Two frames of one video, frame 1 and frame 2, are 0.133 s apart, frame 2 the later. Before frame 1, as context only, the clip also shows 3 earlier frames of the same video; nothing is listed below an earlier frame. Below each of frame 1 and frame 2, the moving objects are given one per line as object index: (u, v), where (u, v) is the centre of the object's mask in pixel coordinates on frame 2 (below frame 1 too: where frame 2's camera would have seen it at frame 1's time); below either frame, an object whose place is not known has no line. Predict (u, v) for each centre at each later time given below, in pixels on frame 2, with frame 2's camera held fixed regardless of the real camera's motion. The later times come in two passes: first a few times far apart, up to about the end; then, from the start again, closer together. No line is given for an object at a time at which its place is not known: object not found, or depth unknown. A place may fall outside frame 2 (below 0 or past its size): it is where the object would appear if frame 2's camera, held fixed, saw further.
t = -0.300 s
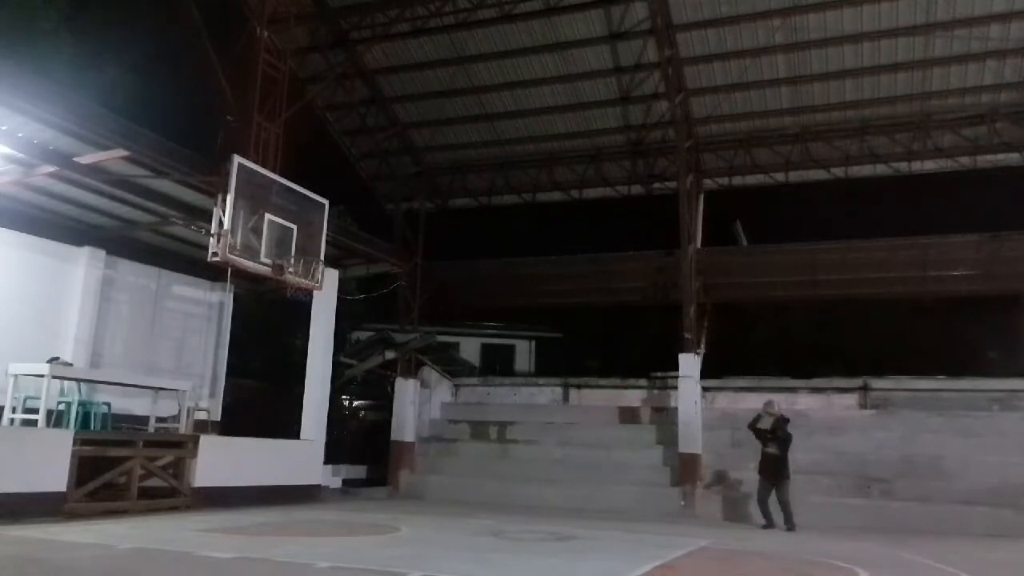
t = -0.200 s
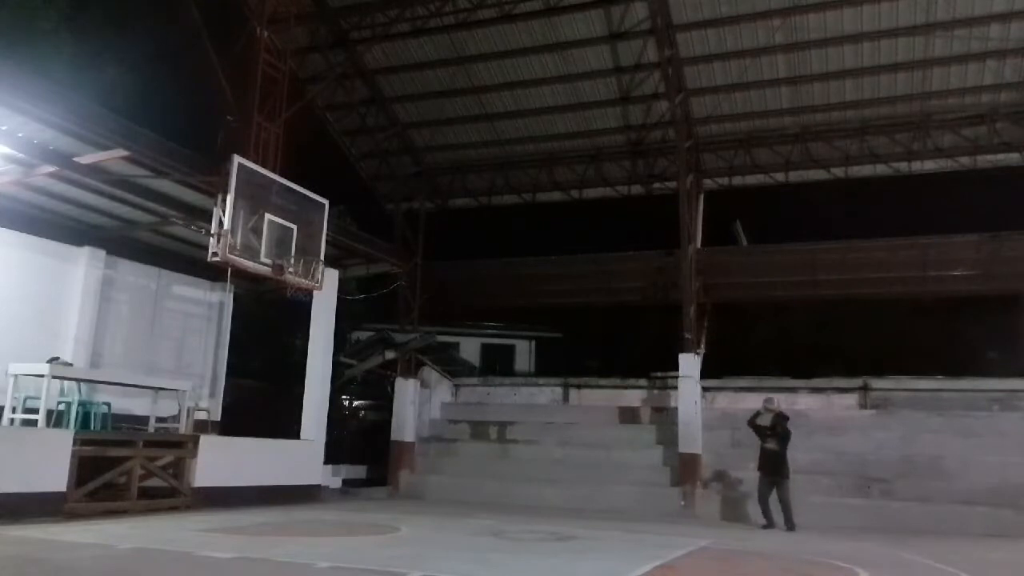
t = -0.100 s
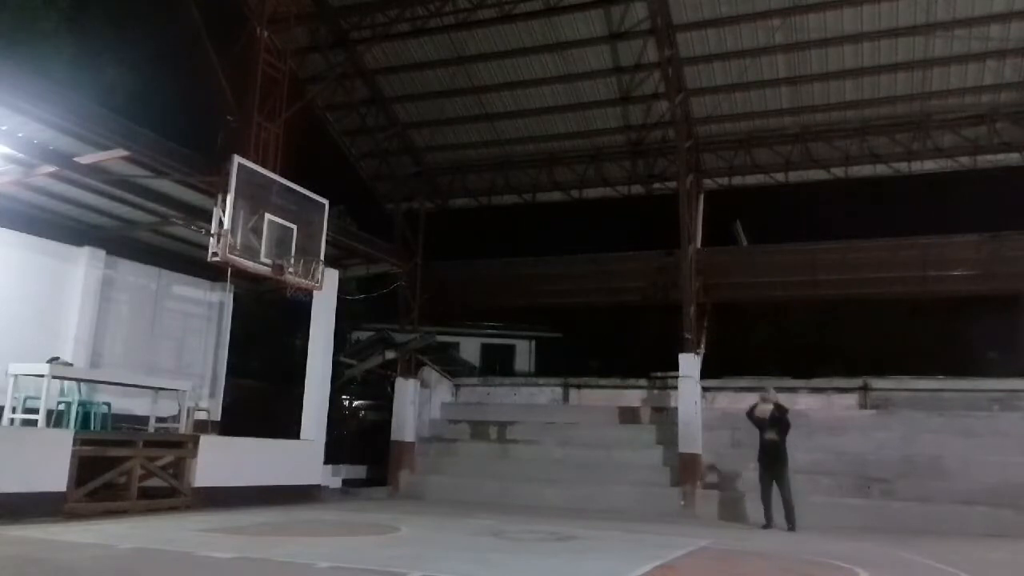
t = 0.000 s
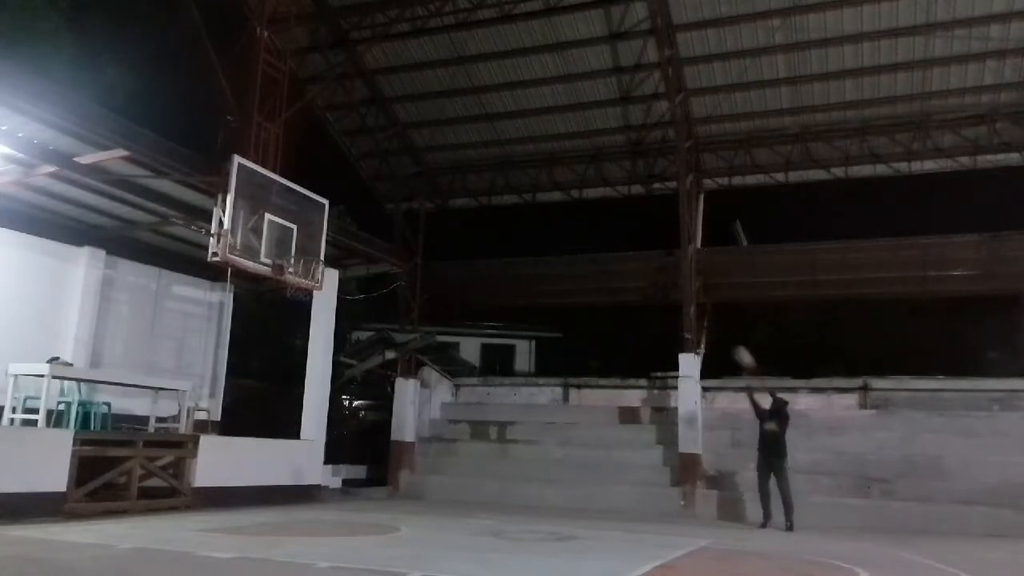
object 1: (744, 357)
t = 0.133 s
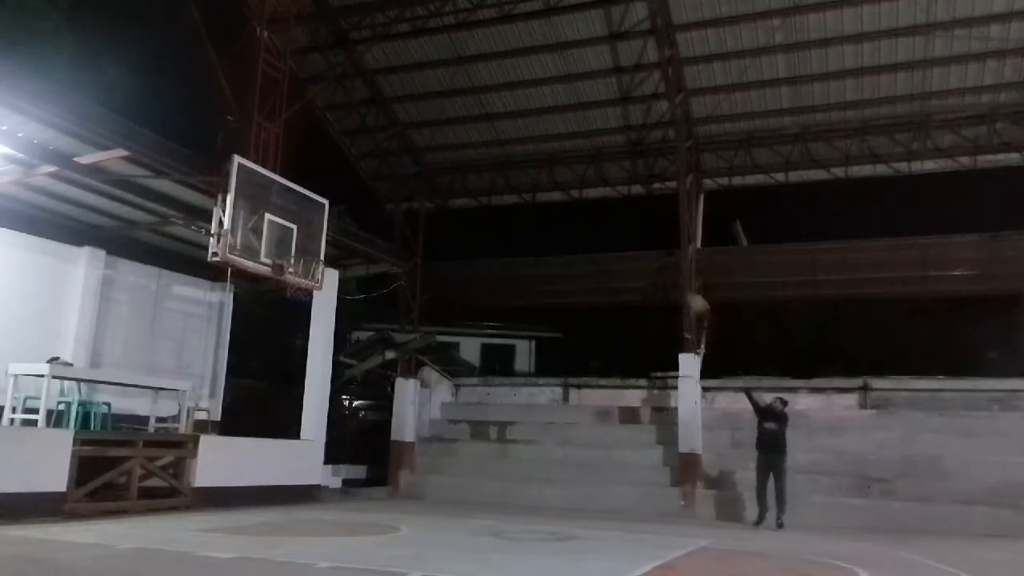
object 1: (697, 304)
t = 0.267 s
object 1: (649, 260)
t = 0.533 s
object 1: (553, 206)
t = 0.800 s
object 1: (449, 198)
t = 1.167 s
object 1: (294, 264)
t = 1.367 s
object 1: (291, 287)
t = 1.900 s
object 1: (295, 459)
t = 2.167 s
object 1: (307, 445)
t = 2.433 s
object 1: (324, 389)
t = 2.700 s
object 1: (336, 386)
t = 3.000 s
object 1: (343, 444)
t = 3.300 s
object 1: (356, 469)
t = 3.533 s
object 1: (374, 431)
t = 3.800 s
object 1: (390, 434)
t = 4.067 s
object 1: (403, 482)
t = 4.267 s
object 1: (409, 477)
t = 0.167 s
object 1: (685, 292)
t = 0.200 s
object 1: (674, 281)
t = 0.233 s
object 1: (661, 270)
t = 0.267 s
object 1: (649, 260)
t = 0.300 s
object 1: (637, 252)
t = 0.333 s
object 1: (625, 243)
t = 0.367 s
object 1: (614, 235)
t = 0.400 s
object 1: (602, 228)
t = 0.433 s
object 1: (590, 221)
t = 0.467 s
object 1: (578, 216)
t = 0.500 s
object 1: (565, 211)
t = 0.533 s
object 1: (553, 206)
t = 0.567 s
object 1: (540, 203)
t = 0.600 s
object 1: (528, 200)
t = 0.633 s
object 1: (515, 197)
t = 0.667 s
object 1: (501, 195)
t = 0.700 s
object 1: (489, 194)
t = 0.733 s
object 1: (476, 194)
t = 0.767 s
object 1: (463, 196)
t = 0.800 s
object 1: (449, 198)
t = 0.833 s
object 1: (435, 201)
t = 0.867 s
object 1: (422, 204)
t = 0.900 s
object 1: (407, 209)
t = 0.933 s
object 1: (392, 214)
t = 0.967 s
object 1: (377, 219)
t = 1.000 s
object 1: (361, 227)
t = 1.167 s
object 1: (294, 264)
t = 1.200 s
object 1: (294, 267)
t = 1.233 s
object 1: (293, 271)
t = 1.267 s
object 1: (289, 272)
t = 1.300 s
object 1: (289, 282)
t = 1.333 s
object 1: (290, 284)
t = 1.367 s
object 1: (291, 287)
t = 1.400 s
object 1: (292, 289)
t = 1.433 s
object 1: (293, 297)
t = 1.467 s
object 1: (293, 302)
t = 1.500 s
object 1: (294, 309)
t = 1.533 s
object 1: (295, 317)
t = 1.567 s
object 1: (295, 325)
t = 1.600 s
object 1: (295, 334)
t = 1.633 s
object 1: (296, 345)
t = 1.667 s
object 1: (296, 356)
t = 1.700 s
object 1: (296, 368)
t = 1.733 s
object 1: (295, 381)
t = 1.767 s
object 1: (295, 394)
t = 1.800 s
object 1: (294, 408)
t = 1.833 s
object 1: (293, 424)
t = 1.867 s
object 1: (294, 439)
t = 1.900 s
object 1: (295, 459)
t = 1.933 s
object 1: (294, 475)
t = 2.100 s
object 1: (301, 469)
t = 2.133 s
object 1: (304, 457)
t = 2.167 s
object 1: (307, 445)
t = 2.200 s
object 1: (309, 434)
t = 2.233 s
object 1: (311, 425)
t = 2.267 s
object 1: (314, 417)
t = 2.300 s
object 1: (316, 410)
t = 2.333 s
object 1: (318, 403)
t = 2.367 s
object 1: (320, 397)
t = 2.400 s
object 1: (323, 392)
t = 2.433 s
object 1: (324, 389)
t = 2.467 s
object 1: (326, 385)
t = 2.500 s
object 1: (328, 383)
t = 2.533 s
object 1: (329, 381)
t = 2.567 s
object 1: (331, 381)
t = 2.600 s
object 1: (332, 381)
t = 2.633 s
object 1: (334, 382)
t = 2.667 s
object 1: (335, 383)
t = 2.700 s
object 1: (336, 386)
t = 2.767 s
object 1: (338, 393)
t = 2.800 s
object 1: (338, 398)
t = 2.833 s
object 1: (339, 404)
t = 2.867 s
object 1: (340, 410)
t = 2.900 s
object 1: (342, 418)
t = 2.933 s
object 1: (342, 426)
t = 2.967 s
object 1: (342, 435)
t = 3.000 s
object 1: (343, 444)
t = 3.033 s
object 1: (344, 454)
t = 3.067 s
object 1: (345, 462)
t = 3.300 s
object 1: (356, 469)
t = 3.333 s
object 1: (357, 466)
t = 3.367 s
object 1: (362, 453)
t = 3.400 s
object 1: (365, 448)
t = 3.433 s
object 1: (367, 442)
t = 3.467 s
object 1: (370, 438)
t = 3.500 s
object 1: (372, 434)
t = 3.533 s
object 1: (374, 431)
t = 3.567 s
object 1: (377, 429)
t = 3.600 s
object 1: (379, 427)
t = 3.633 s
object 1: (381, 427)
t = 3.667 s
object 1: (383, 427)
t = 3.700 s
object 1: (384, 428)
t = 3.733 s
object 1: (386, 429)
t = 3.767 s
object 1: (387, 431)
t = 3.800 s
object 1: (390, 434)
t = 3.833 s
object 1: (391, 439)
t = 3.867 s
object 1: (393, 444)
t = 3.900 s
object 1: (395, 449)
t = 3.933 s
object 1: (397, 454)
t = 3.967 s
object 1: (398, 461)
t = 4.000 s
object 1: (399, 468)
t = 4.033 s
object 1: (401, 476)
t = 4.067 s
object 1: (403, 482)
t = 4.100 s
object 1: (406, 491)
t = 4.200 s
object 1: (411, 487)
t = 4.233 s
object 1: (411, 479)
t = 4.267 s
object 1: (409, 477)
